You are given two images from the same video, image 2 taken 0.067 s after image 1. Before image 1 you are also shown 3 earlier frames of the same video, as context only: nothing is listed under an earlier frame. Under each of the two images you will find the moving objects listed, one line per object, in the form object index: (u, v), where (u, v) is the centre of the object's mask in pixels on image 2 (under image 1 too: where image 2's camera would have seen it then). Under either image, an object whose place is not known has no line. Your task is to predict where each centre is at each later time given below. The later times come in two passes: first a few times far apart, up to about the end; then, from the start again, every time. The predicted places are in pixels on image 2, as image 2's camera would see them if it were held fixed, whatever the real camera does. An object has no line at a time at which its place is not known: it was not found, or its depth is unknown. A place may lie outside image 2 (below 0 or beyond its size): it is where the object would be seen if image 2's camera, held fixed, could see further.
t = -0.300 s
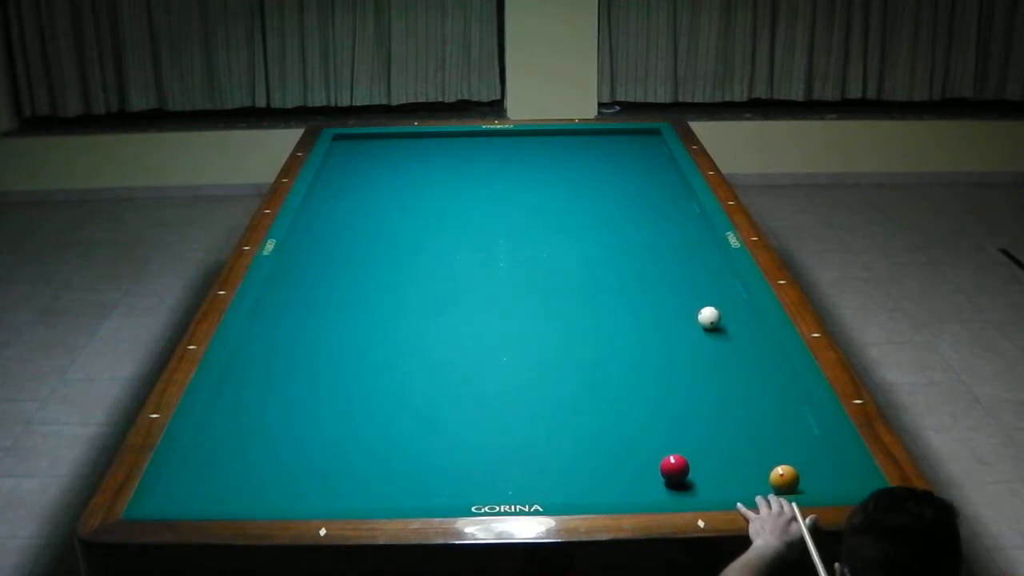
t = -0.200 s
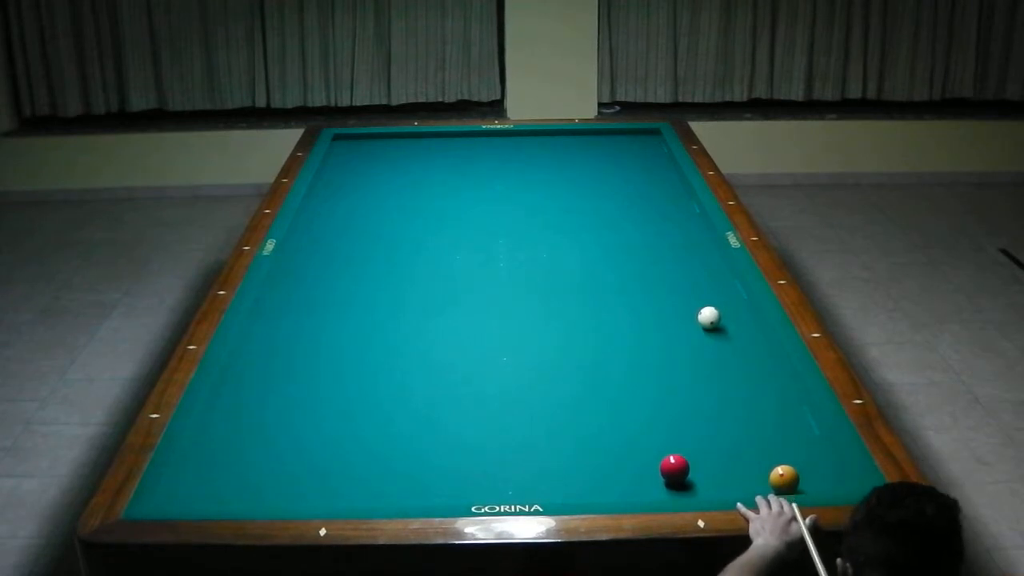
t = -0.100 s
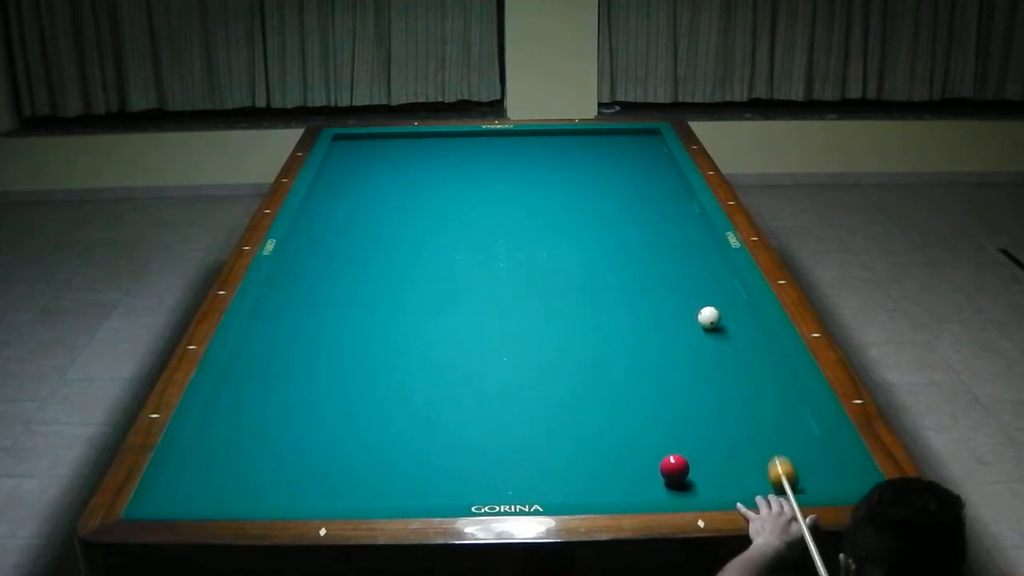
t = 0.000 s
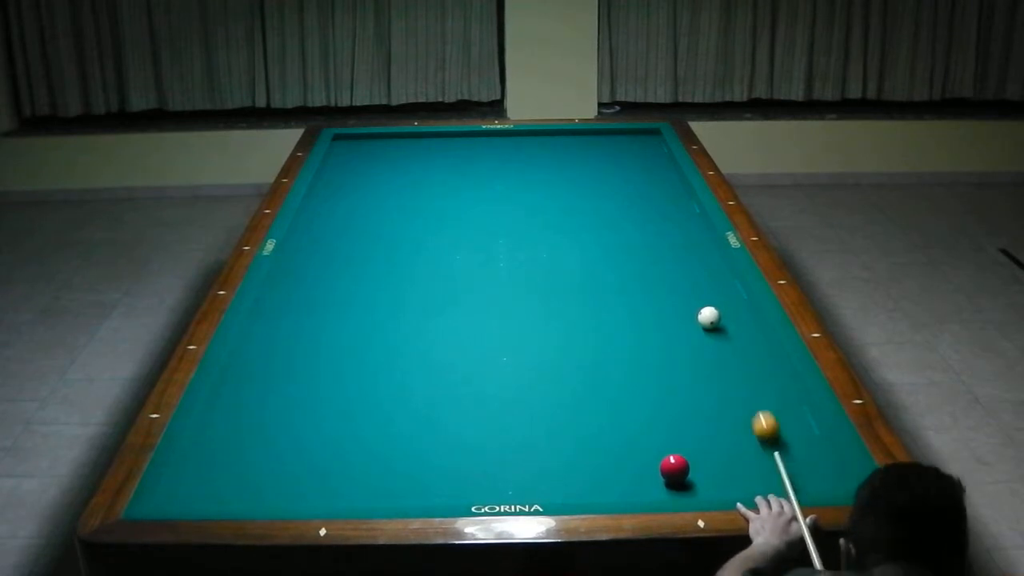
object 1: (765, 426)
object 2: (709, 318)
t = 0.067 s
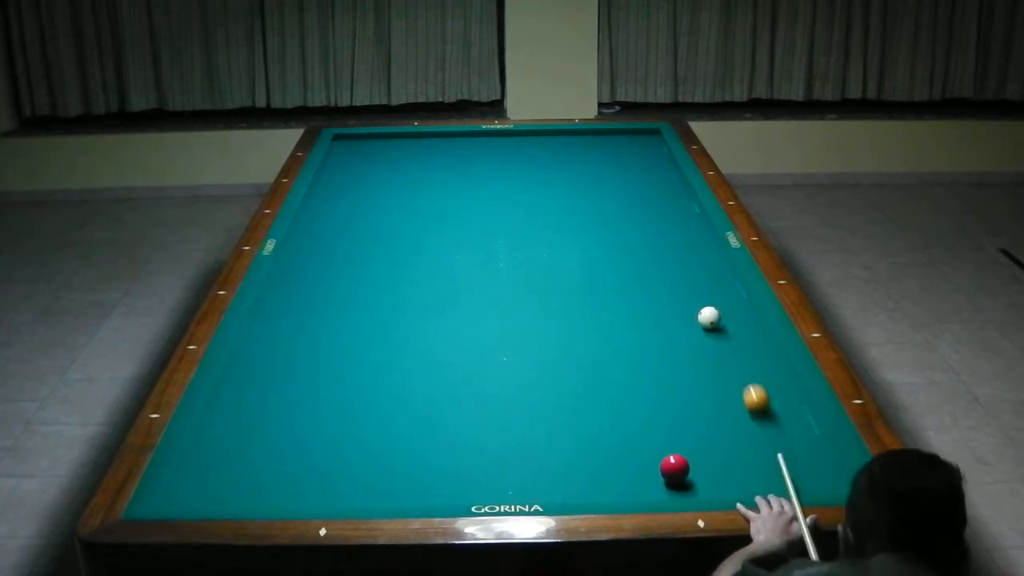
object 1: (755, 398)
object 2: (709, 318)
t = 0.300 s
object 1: (732, 320)
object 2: (705, 316)
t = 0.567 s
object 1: (705, 278)
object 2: (636, 293)
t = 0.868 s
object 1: (647, 241)
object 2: (574, 274)
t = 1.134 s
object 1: (604, 212)
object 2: (525, 258)
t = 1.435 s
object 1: (562, 186)
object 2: (475, 241)
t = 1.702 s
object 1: (530, 165)
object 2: (434, 228)
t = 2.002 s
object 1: (499, 145)
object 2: (392, 215)
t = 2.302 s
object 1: (467, 137)
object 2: (355, 202)
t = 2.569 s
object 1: (434, 148)
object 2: (324, 192)
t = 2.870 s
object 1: (394, 161)
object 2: (331, 183)
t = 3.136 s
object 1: (360, 170)
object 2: (350, 177)
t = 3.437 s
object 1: (346, 168)
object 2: (343, 186)
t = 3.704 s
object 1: (335, 166)
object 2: (340, 193)
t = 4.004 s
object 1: (328, 164)
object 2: (335, 201)
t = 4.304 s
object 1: (334, 162)
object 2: (331, 208)
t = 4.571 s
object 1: (339, 161)
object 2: (327, 215)
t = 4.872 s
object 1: (344, 160)
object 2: (324, 222)
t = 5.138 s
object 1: (347, 160)
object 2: (321, 228)
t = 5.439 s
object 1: (350, 159)
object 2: (317, 235)
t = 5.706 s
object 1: (352, 159)
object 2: (314, 241)
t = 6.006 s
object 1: (353, 159)
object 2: (310, 247)
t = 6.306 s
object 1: (353, 159)
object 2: (306, 252)
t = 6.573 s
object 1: (353, 159)
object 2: (303, 257)
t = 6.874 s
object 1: (353, 159)
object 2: (300, 262)
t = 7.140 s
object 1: (353, 159)
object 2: (298, 266)
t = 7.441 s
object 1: (353, 159)
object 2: (296, 270)
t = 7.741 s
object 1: (353, 159)
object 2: (294, 273)
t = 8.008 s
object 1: (353, 159)
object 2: (292, 276)
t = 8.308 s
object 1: (353, 159)
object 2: (290, 278)
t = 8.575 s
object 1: (353, 159)
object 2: (288, 279)
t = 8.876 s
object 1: (353, 159)
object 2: (287, 281)
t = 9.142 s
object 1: (353, 159)
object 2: (287, 282)
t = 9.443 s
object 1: (353, 159)
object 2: (287, 282)
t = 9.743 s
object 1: (353, 159)
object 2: (287, 282)
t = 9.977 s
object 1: (353, 159)
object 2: (287, 282)
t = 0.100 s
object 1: (751, 385)
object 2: (709, 318)
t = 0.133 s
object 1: (747, 373)
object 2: (709, 318)
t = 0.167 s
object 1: (742, 361)
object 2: (709, 318)
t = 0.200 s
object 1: (738, 350)
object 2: (709, 318)
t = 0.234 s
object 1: (734, 339)
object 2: (709, 318)
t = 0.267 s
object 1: (731, 329)
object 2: (709, 318)
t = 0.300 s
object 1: (732, 320)
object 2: (705, 316)
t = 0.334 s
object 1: (739, 314)
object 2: (693, 312)
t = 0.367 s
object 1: (746, 308)
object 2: (683, 309)
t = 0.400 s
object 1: (745, 302)
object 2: (674, 306)
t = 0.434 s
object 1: (736, 297)
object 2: (666, 303)
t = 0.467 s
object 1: (728, 292)
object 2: (658, 301)
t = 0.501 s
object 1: (720, 288)
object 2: (651, 299)
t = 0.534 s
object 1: (712, 283)
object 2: (643, 296)
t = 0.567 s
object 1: (705, 278)
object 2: (636, 293)
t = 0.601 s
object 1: (698, 273)
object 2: (629, 291)
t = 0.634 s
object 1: (691, 269)
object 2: (622, 289)
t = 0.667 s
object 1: (685, 265)
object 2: (615, 287)
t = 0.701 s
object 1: (679, 261)
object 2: (608, 284)
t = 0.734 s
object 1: (672, 257)
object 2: (601, 282)
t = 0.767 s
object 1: (665, 252)
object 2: (594, 280)
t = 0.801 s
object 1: (660, 248)
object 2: (588, 278)
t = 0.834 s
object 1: (653, 244)
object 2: (581, 276)
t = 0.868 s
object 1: (647, 241)
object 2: (574, 274)
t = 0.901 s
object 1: (642, 237)
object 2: (568, 272)
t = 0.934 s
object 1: (636, 233)
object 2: (562, 270)
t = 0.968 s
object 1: (631, 230)
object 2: (555, 268)
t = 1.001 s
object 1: (625, 226)
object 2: (549, 266)
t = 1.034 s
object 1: (620, 223)
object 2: (543, 264)
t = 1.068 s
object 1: (614, 219)
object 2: (537, 262)
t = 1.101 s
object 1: (609, 216)
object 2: (531, 260)
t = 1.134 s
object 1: (604, 212)
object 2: (525, 258)
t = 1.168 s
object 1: (598, 209)
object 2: (519, 256)
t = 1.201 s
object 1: (594, 206)
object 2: (513, 254)
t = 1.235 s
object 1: (589, 203)
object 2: (508, 252)
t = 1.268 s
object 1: (584, 200)
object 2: (502, 250)
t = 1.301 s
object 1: (580, 197)
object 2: (496, 249)
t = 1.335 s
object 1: (575, 194)
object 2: (491, 247)
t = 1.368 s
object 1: (571, 191)
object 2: (485, 245)
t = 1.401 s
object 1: (566, 188)
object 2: (480, 243)
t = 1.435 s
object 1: (562, 186)
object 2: (475, 241)
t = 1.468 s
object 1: (558, 183)
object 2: (470, 240)
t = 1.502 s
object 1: (554, 180)
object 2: (465, 238)
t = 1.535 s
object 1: (549, 177)
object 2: (459, 236)
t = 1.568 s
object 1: (546, 175)
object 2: (454, 235)
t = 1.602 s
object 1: (542, 172)
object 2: (449, 233)
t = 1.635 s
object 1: (538, 170)
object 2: (444, 231)
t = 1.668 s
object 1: (534, 167)
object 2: (439, 230)
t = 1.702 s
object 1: (530, 165)
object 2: (434, 228)
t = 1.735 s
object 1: (526, 162)
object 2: (429, 227)
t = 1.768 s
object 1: (523, 160)
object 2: (424, 225)
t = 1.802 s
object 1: (519, 158)
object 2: (420, 223)
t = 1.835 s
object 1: (516, 155)
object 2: (414, 222)
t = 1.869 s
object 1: (512, 153)
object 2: (410, 221)
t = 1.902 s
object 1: (509, 151)
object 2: (405, 219)
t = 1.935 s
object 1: (505, 149)
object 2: (401, 218)
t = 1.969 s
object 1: (502, 147)
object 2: (396, 216)
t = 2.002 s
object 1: (499, 145)
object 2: (392, 215)
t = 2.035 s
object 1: (495, 142)
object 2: (388, 213)
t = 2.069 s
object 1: (492, 140)
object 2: (383, 212)
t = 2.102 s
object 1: (489, 138)
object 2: (379, 210)
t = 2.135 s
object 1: (486, 136)
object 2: (375, 209)
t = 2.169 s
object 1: (483, 134)
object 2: (371, 208)
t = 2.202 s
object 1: (480, 133)
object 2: (367, 206)
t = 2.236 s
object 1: (475, 134)
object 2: (363, 205)
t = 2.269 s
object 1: (471, 136)
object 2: (359, 204)
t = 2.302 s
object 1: (467, 137)
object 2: (355, 202)
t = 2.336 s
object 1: (463, 139)
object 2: (351, 201)
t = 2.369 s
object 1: (459, 140)
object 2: (347, 200)
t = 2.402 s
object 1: (455, 141)
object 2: (343, 199)
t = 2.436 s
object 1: (450, 143)
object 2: (339, 197)
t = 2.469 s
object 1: (446, 144)
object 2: (335, 196)
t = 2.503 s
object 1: (442, 145)
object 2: (332, 195)
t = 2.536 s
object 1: (438, 147)
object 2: (328, 193)
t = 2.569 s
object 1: (434, 148)
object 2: (324, 192)
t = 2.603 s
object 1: (429, 149)
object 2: (321, 191)
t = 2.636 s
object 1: (425, 151)
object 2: (317, 190)
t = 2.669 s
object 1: (420, 152)
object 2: (315, 189)
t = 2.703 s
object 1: (416, 153)
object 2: (317, 188)
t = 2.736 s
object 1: (412, 155)
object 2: (321, 187)
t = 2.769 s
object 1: (407, 156)
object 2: (323, 186)
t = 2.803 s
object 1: (403, 157)
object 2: (326, 185)
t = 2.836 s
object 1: (398, 159)
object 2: (329, 184)
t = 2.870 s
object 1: (394, 161)
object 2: (331, 183)
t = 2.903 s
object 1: (389, 162)
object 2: (334, 182)
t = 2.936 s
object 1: (385, 163)
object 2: (336, 182)
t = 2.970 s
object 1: (380, 165)
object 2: (339, 181)
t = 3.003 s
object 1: (376, 166)
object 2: (341, 180)
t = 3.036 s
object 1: (371, 168)
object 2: (343, 179)
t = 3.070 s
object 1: (367, 169)
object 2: (346, 178)
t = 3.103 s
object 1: (363, 170)
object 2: (348, 177)
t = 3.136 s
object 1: (360, 170)
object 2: (350, 177)
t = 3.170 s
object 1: (358, 170)
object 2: (349, 178)
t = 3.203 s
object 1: (357, 169)
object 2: (347, 179)
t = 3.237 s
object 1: (355, 169)
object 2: (346, 181)
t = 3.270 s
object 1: (354, 169)
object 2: (346, 182)
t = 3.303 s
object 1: (352, 169)
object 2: (346, 182)
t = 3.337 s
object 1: (350, 169)
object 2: (345, 184)
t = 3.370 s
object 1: (349, 168)
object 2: (344, 184)
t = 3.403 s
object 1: (348, 168)
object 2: (344, 185)
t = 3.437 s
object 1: (346, 168)
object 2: (343, 186)
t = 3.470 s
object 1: (345, 168)
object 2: (343, 187)
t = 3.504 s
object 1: (343, 167)
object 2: (342, 188)
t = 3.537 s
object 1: (342, 167)
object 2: (342, 189)
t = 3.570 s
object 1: (341, 167)
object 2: (341, 189)
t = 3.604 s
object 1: (339, 167)
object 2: (341, 190)
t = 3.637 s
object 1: (338, 167)
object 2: (341, 191)
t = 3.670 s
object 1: (336, 166)
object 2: (340, 192)
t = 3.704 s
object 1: (335, 166)
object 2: (340, 193)
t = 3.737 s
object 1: (334, 165)
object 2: (339, 194)
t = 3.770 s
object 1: (333, 165)
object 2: (339, 195)
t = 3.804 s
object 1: (331, 165)
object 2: (338, 196)
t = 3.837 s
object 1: (330, 165)
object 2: (338, 196)
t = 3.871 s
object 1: (329, 165)
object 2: (337, 197)
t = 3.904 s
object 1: (328, 164)
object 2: (337, 198)
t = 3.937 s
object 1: (327, 164)
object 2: (336, 199)
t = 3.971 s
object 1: (327, 164)
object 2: (336, 200)
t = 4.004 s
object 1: (328, 164)
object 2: (335, 201)
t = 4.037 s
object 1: (329, 164)
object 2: (335, 202)
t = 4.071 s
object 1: (330, 163)
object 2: (335, 202)
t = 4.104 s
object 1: (330, 163)
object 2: (334, 203)
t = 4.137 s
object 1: (331, 163)
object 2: (334, 204)
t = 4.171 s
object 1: (332, 163)
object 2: (333, 205)
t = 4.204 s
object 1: (332, 162)
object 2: (333, 206)
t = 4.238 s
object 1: (333, 162)
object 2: (332, 207)
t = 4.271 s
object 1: (333, 162)
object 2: (331, 207)
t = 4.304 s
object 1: (334, 162)
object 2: (331, 208)
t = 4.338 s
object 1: (335, 162)
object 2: (331, 209)
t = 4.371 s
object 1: (335, 162)
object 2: (330, 210)
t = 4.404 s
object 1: (336, 162)
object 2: (329, 211)
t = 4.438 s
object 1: (337, 161)
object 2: (329, 212)
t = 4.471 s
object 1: (337, 161)
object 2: (329, 212)
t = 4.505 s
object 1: (338, 161)
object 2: (328, 213)
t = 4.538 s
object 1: (338, 161)
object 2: (328, 214)
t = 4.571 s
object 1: (339, 161)
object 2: (327, 215)
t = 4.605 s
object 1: (339, 161)
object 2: (327, 216)
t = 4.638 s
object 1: (340, 161)
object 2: (327, 217)
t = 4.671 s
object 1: (340, 161)
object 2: (327, 217)
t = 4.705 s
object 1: (341, 161)
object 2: (326, 218)
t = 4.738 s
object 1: (342, 161)
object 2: (326, 219)
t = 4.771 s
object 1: (343, 161)
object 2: (326, 220)
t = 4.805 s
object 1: (343, 160)
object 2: (325, 221)
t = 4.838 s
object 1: (343, 160)
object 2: (324, 221)
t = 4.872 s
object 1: (344, 160)
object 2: (324, 222)
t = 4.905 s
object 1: (344, 160)
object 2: (324, 223)
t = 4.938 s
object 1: (345, 160)
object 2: (323, 224)
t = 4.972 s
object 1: (345, 160)
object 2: (323, 224)
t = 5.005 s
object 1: (346, 160)
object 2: (322, 225)
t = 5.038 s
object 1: (346, 160)
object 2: (322, 226)
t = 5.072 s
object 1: (347, 160)
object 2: (321, 227)
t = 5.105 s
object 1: (347, 160)
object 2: (321, 227)
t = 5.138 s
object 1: (347, 160)
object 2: (321, 228)
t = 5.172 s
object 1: (348, 160)
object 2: (320, 229)
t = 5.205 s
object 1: (348, 160)
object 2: (320, 230)
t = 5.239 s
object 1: (349, 160)
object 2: (320, 231)
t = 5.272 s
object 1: (349, 160)
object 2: (319, 231)
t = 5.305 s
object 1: (349, 160)
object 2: (319, 232)
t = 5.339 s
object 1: (349, 160)
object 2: (318, 233)
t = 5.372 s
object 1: (350, 160)
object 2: (318, 233)
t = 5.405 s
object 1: (350, 159)
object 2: (317, 234)
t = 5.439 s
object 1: (350, 159)
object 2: (317, 235)
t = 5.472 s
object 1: (350, 159)
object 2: (317, 235)
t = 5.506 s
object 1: (350, 159)
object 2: (316, 236)
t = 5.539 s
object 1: (351, 159)
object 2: (316, 237)
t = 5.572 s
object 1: (351, 159)
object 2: (315, 238)
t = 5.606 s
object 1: (351, 159)
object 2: (315, 239)
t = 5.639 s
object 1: (351, 159)
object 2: (315, 239)
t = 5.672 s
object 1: (352, 159)
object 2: (314, 240)
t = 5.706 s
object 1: (352, 159)
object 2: (314, 241)
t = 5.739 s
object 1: (352, 159)
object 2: (313, 241)
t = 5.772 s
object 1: (353, 159)
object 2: (313, 242)
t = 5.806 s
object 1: (353, 159)
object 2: (313, 243)
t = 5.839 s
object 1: (353, 159)
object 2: (312, 244)
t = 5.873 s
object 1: (353, 159)
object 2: (312, 244)
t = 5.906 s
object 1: (353, 159)
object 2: (311, 245)
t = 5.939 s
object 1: (353, 159)
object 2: (311, 245)
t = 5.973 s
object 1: (353, 159)
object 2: (310, 246)
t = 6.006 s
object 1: (353, 159)
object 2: (310, 247)
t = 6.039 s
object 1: (353, 159)
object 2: (309, 247)
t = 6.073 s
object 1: (353, 159)
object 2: (309, 248)
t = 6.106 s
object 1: (353, 159)
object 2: (308, 248)
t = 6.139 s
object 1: (353, 159)
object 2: (308, 249)
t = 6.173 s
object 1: (353, 159)
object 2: (308, 250)
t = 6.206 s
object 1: (353, 159)
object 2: (307, 250)
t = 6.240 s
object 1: (353, 159)
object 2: (307, 251)
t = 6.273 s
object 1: (353, 159)
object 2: (307, 252)
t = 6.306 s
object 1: (353, 159)
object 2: (306, 252)
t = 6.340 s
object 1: (353, 159)
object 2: (306, 253)
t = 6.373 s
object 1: (353, 159)
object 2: (306, 254)
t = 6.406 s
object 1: (353, 159)
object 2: (305, 254)
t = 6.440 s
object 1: (353, 159)
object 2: (305, 255)
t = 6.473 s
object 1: (353, 159)
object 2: (304, 255)
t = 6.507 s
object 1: (353, 159)
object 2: (304, 256)
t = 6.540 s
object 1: (353, 159)
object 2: (303, 257)
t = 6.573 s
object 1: (353, 159)
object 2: (303, 257)
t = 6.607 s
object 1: (353, 159)
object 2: (303, 258)
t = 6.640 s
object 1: (353, 159)
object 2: (303, 258)
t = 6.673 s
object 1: (353, 159)
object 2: (302, 259)
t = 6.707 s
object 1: (353, 159)
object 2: (302, 259)
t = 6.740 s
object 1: (353, 159)
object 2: (302, 260)
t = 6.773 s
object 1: (353, 159)
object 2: (301, 260)
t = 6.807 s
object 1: (353, 159)
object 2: (301, 261)
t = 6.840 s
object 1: (353, 159)
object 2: (300, 261)
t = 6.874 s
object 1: (353, 159)
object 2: (300, 262)
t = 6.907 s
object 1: (353, 159)
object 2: (300, 262)
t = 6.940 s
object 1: (353, 159)
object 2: (300, 263)
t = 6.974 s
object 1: (353, 159)
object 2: (299, 263)
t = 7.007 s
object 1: (353, 159)
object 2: (299, 264)
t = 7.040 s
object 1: (353, 159)
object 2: (299, 264)
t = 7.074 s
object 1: (353, 159)
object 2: (299, 265)
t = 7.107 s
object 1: (353, 159)
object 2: (298, 265)
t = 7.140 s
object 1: (353, 159)
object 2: (298, 266)
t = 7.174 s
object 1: (353, 159)
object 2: (298, 266)
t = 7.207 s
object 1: (353, 159)
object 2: (297, 267)
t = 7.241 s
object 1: (353, 159)
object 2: (297, 267)
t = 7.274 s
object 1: (353, 159)
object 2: (297, 268)
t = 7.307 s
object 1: (353, 159)
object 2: (297, 268)
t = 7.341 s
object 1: (353, 159)
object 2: (297, 269)
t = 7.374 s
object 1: (353, 159)
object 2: (296, 269)
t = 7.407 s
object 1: (353, 159)
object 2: (296, 270)
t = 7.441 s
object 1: (353, 159)
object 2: (296, 270)
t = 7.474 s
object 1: (353, 159)
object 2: (296, 270)
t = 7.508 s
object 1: (353, 159)
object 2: (296, 271)
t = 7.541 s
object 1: (353, 159)
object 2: (295, 271)
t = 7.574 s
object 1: (353, 159)
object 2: (295, 271)
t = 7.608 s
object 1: (353, 159)
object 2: (295, 272)
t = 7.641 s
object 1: (353, 159)
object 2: (295, 272)
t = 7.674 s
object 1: (353, 159)
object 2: (294, 272)
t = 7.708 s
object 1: (353, 159)
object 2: (294, 273)
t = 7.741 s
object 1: (353, 159)
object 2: (294, 273)
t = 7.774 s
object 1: (353, 159)
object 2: (294, 273)
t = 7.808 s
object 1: (353, 159)
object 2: (293, 274)
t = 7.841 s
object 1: (353, 159)
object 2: (293, 274)
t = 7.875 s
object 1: (353, 159)
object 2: (293, 274)
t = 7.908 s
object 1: (353, 159)
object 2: (293, 275)
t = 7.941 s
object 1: (353, 159)
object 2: (292, 275)
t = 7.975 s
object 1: (353, 159)
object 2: (292, 275)
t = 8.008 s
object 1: (353, 159)
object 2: (292, 276)
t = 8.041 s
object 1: (353, 159)
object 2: (291, 276)
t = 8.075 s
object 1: (353, 159)
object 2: (291, 276)
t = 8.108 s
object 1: (353, 159)
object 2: (291, 276)
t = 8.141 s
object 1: (353, 159)
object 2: (291, 277)
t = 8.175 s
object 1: (353, 159)
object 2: (291, 277)
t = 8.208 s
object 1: (353, 159)
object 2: (290, 277)
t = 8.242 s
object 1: (353, 159)
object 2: (290, 278)
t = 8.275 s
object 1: (353, 159)
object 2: (290, 278)
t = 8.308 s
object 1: (353, 159)
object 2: (290, 278)
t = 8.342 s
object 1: (353, 159)
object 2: (290, 278)
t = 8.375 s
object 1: (353, 159)
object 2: (290, 278)
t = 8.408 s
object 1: (353, 159)
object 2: (290, 279)
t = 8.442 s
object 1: (353, 159)
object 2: (289, 279)
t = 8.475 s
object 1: (353, 159)
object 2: (289, 279)
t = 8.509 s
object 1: (353, 159)
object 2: (289, 279)
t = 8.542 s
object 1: (353, 159)
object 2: (289, 279)
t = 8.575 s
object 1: (353, 159)
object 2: (288, 279)
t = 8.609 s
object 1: (353, 159)
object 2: (288, 280)
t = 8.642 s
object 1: (353, 159)
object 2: (288, 280)
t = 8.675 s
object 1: (353, 159)
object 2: (288, 280)
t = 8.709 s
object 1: (353, 159)
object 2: (288, 280)
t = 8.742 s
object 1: (353, 159)
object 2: (288, 280)
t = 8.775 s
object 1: (353, 159)
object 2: (288, 280)
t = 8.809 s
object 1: (353, 159)
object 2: (288, 280)
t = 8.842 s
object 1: (353, 159)
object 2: (288, 281)
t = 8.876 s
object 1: (353, 159)
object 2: (287, 281)
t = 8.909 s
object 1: (353, 159)
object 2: (287, 281)
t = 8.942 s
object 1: (353, 159)
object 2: (287, 281)
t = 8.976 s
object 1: (353, 159)
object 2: (287, 281)
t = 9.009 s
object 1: (353, 159)
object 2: (287, 281)
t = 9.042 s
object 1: (353, 159)
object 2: (287, 281)
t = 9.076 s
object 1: (353, 159)
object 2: (287, 281)
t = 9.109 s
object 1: (353, 159)
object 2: (287, 281)
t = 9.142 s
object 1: (353, 159)
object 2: (287, 282)
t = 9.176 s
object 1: (353, 159)
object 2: (287, 282)
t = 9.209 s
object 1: (353, 159)
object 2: (287, 282)
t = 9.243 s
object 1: (353, 159)
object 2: (287, 282)
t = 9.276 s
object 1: (353, 159)
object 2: (287, 282)
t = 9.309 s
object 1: (353, 159)
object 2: (287, 282)
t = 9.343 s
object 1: (353, 159)
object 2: (287, 282)
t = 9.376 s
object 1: (353, 159)
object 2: (287, 282)
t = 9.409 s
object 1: (353, 159)
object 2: (287, 282)
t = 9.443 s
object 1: (353, 159)
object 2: (287, 282)
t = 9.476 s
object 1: (353, 159)
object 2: (287, 282)
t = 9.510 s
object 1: (353, 159)
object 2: (287, 282)
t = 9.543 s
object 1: (353, 159)
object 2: (287, 282)
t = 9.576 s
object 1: (353, 159)
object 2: (287, 282)
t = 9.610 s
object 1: (353, 159)
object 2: (287, 282)
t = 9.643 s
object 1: (353, 159)
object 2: (286, 282)
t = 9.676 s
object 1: (353, 159)
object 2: (286, 282)
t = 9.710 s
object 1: (353, 159)
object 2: (287, 282)
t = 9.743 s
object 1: (353, 159)
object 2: (287, 282)
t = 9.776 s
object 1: (353, 159)
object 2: (287, 282)
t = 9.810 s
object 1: (353, 159)
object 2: (287, 282)
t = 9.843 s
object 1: (353, 159)
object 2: (287, 282)
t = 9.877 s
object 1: (353, 159)
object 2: (287, 282)
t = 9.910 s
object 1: (353, 159)
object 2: (287, 282)
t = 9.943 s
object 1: (353, 159)
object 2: (287, 282)
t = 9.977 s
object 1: (353, 159)
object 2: (287, 282)
